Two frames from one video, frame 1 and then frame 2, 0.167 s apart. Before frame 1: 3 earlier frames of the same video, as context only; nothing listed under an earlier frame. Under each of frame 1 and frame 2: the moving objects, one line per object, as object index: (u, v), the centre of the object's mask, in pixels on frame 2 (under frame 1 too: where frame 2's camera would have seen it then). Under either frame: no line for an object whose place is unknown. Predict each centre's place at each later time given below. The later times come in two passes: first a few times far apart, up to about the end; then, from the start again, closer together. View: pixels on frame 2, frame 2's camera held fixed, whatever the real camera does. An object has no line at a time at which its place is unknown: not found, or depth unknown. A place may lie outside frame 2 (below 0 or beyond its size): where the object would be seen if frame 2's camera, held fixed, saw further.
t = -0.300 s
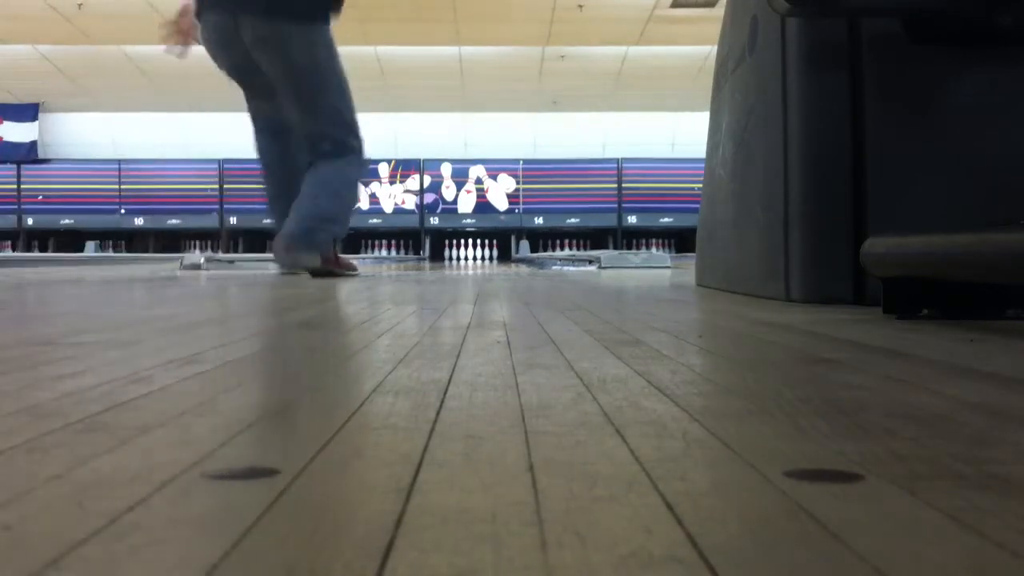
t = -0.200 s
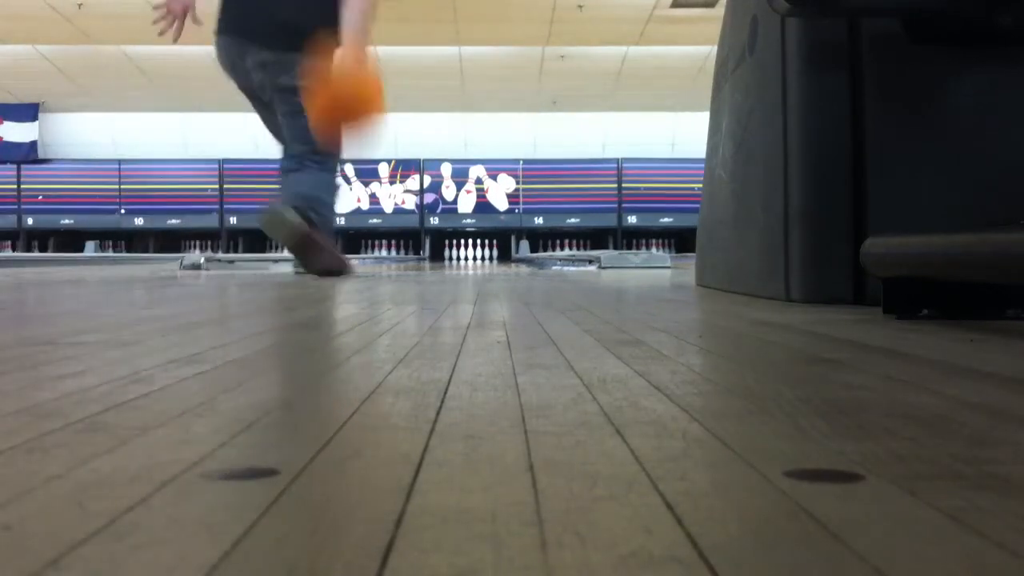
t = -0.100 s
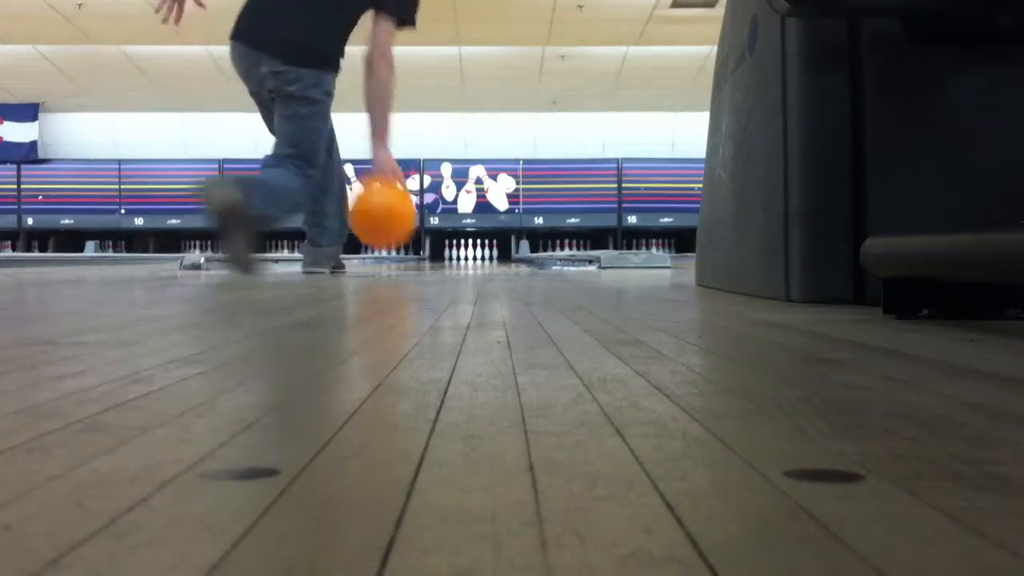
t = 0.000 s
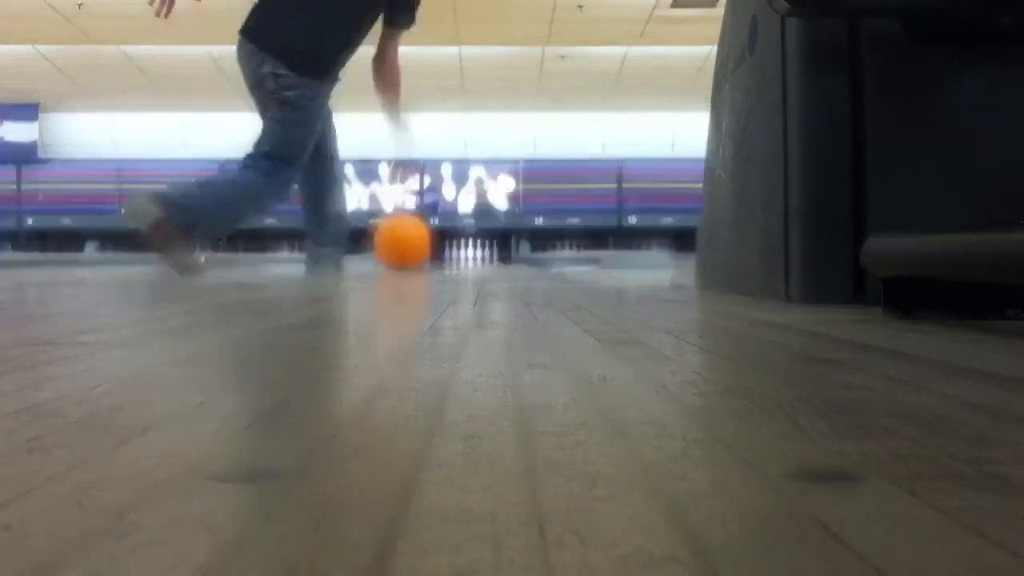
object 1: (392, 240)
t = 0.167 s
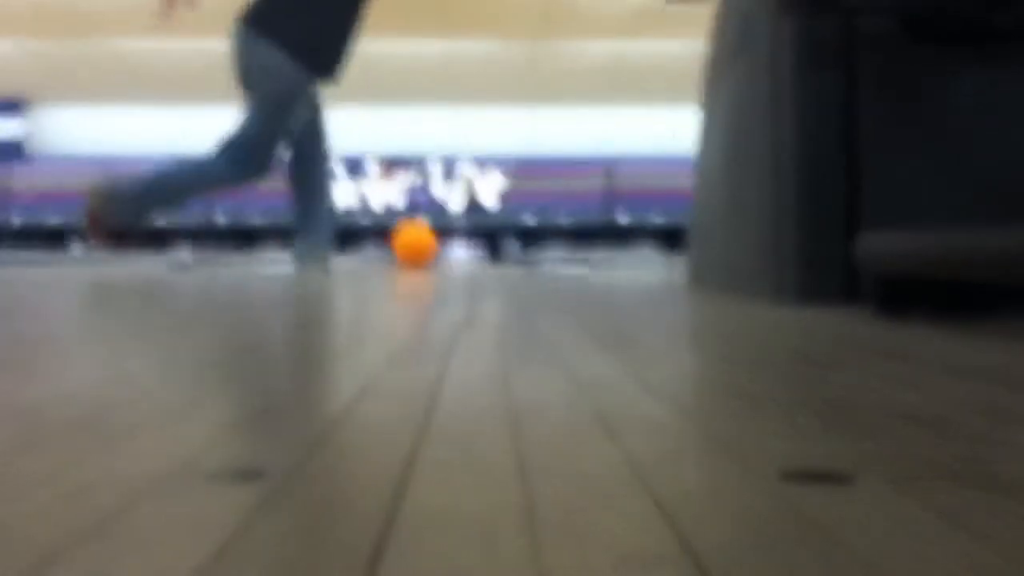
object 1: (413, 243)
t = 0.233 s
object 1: (420, 244)
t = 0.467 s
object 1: (435, 247)
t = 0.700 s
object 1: (445, 249)
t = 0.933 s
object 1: (451, 250)
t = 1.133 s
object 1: (455, 250)
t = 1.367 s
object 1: (458, 251)
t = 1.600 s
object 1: (461, 251)
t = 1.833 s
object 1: (462, 252)
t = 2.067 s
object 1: (464, 253)
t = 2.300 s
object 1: (466, 253)
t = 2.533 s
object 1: (473, 254)
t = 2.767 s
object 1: (485, 255)
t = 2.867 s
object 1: (489, 255)
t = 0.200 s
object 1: (416, 246)
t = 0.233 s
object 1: (420, 244)
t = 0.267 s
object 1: (423, 245)
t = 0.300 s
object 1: (427, 245)
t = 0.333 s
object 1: (429, 246)
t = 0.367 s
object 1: (430, 246)
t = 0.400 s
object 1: (432, 246)
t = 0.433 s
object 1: (433, 246)
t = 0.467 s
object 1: (435, 247)
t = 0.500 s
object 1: (438, 247)
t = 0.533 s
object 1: (439, 248)
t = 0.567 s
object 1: (441, 248)
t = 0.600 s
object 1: (442, 248)
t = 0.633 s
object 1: (443, 248)
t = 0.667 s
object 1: (444, 248)
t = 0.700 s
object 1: (445, 249)
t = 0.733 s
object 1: (445, 249)
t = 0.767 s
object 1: (446, 249)
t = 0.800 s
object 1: (448, 249)
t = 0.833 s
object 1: (449, 249)
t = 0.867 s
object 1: (450, 249)
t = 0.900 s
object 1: (450, 249)
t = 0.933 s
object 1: (451, 250)
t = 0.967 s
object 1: (452, 250)
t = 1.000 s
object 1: (452, 250)
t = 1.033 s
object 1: (453, 250)
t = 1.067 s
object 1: (454, 250)
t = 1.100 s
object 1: (455, 250)
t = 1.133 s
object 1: (455, 250)
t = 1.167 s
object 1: (456, 250)
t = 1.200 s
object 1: (456, 250)
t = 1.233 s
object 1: (456, 251)
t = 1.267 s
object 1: (457, 251)
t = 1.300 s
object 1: (457, 251)
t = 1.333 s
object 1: (458, 251)
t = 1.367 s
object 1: (458, 251)
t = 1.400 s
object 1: (458, 251)
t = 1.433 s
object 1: (459, 251)
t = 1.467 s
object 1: (460, 252)
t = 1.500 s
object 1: (460, 252)
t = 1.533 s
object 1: (460, 252)
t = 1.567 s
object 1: (461, 251)
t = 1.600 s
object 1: (461, 251)
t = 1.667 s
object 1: (461, 252)
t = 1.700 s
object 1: (461, 252)
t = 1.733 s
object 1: (461, 252)
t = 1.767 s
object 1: (462, 252)
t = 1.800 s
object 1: (462, 252)
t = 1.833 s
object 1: (462, 252)
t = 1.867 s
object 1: (463, 252)
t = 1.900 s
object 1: (463, 252)
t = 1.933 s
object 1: (463, 252)
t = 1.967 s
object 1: (463, 253)
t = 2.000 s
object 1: (464, 253)
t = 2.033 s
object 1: (464, 253)
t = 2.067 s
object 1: (464, 253)
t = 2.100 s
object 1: (464, 253)
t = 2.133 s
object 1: (465, 253)
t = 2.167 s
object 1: (465, 253)
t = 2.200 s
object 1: (465, 253)
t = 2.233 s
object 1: (465, 253)
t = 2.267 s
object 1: (465, 253)
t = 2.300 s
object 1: (466, 253)
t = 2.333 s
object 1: (466, 253)
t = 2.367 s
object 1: (466, 253)
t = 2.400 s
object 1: (467, 253)
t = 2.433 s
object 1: (466, 253)
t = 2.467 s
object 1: (468, 253)
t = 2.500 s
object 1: (470, 253)
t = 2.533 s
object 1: (473, 254)
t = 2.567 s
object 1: (475, 254)
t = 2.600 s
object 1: (476, 254)
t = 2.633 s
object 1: (478, 254)
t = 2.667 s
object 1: (480, 254)
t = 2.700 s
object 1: (482, 254)
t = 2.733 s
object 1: (483, 254)
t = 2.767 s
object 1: (485, 255)
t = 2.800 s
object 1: (486, 254)
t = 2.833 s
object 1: (488, 254)
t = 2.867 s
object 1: (489, 255)
